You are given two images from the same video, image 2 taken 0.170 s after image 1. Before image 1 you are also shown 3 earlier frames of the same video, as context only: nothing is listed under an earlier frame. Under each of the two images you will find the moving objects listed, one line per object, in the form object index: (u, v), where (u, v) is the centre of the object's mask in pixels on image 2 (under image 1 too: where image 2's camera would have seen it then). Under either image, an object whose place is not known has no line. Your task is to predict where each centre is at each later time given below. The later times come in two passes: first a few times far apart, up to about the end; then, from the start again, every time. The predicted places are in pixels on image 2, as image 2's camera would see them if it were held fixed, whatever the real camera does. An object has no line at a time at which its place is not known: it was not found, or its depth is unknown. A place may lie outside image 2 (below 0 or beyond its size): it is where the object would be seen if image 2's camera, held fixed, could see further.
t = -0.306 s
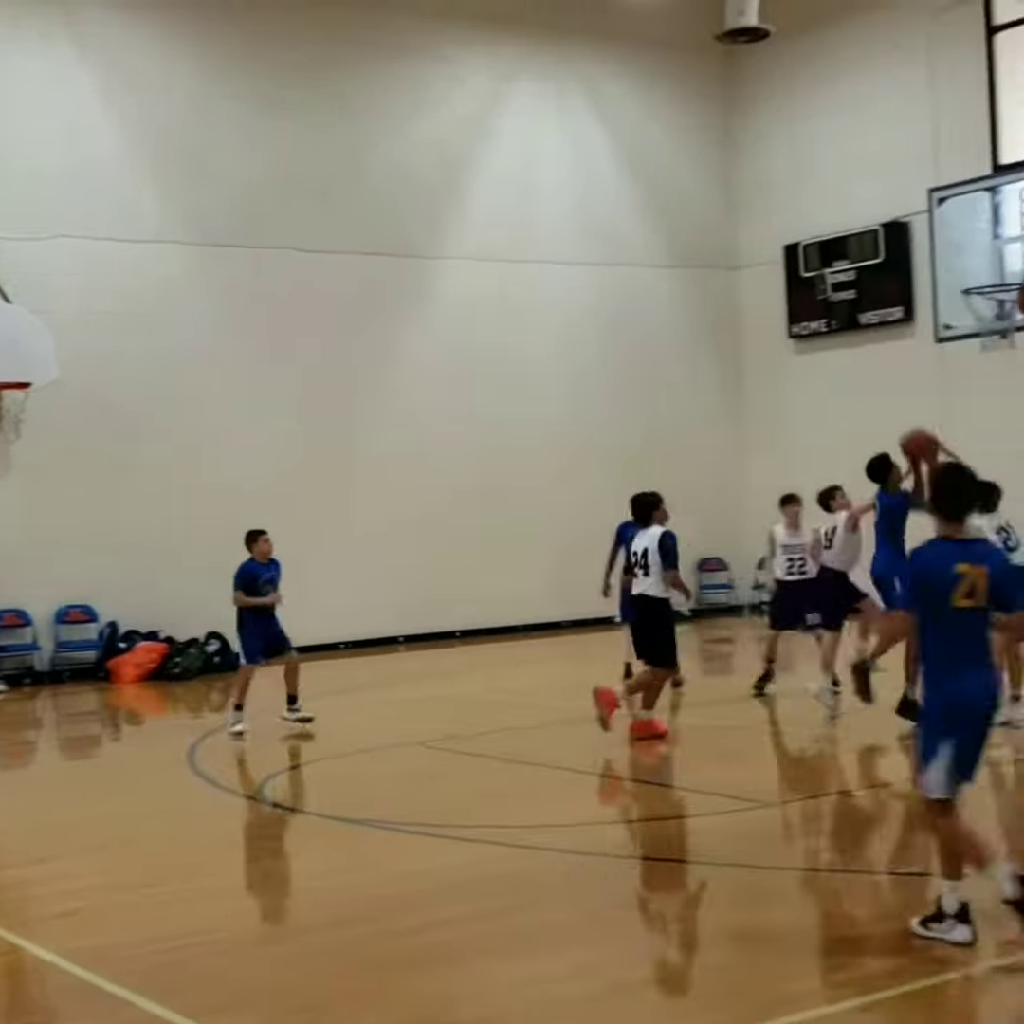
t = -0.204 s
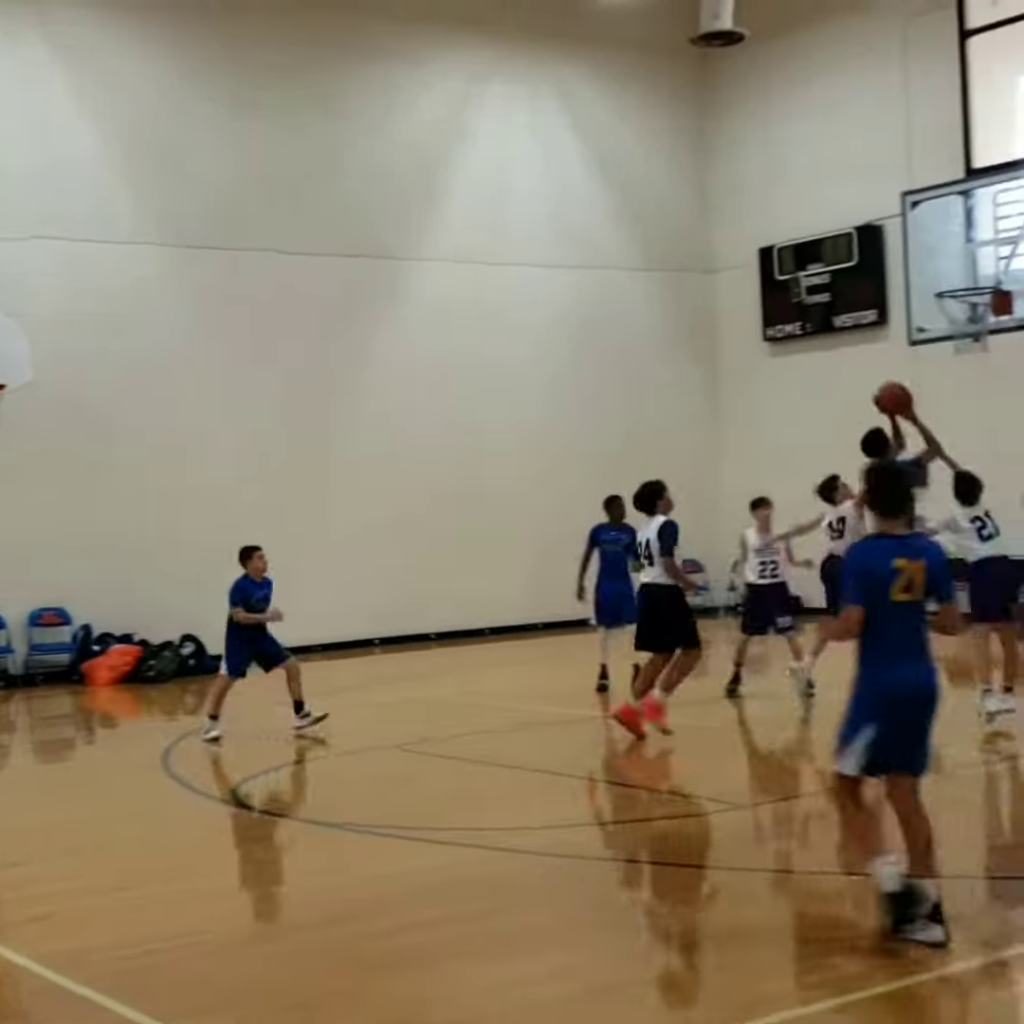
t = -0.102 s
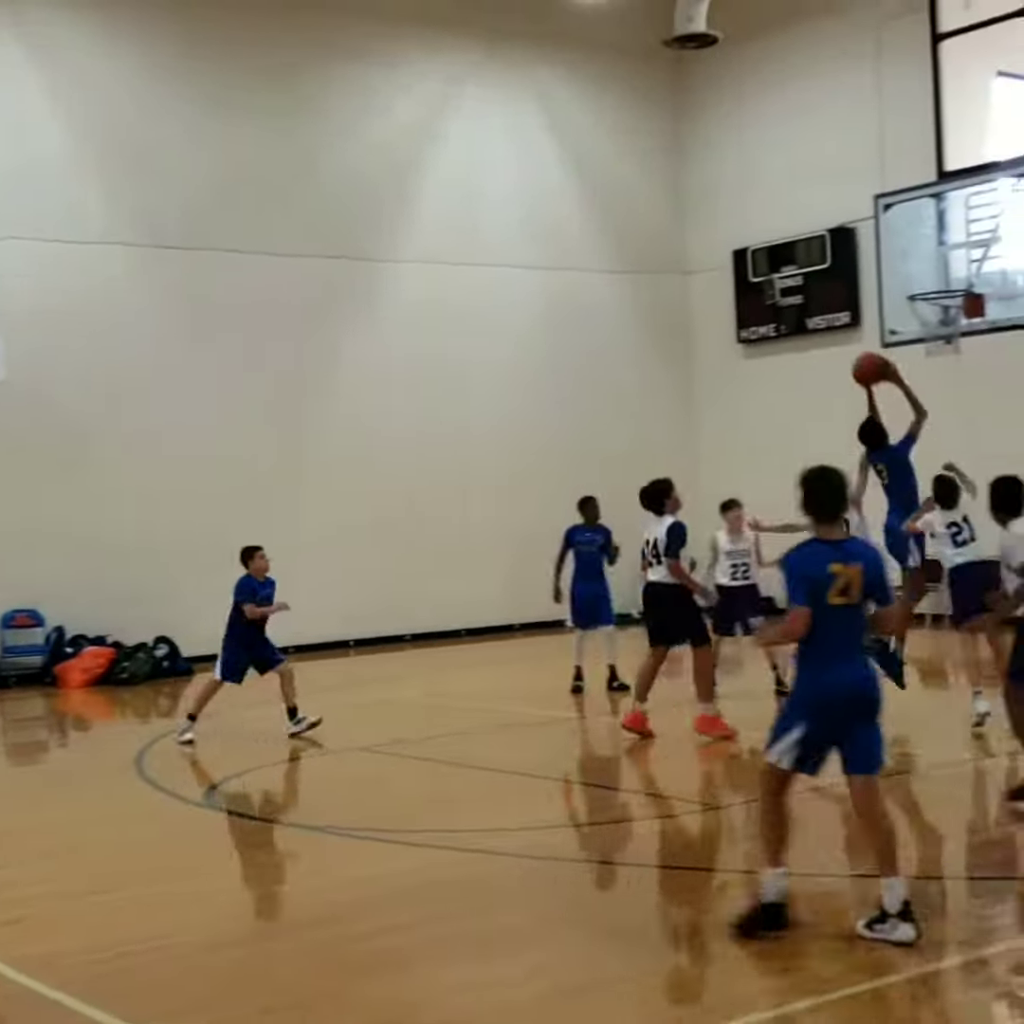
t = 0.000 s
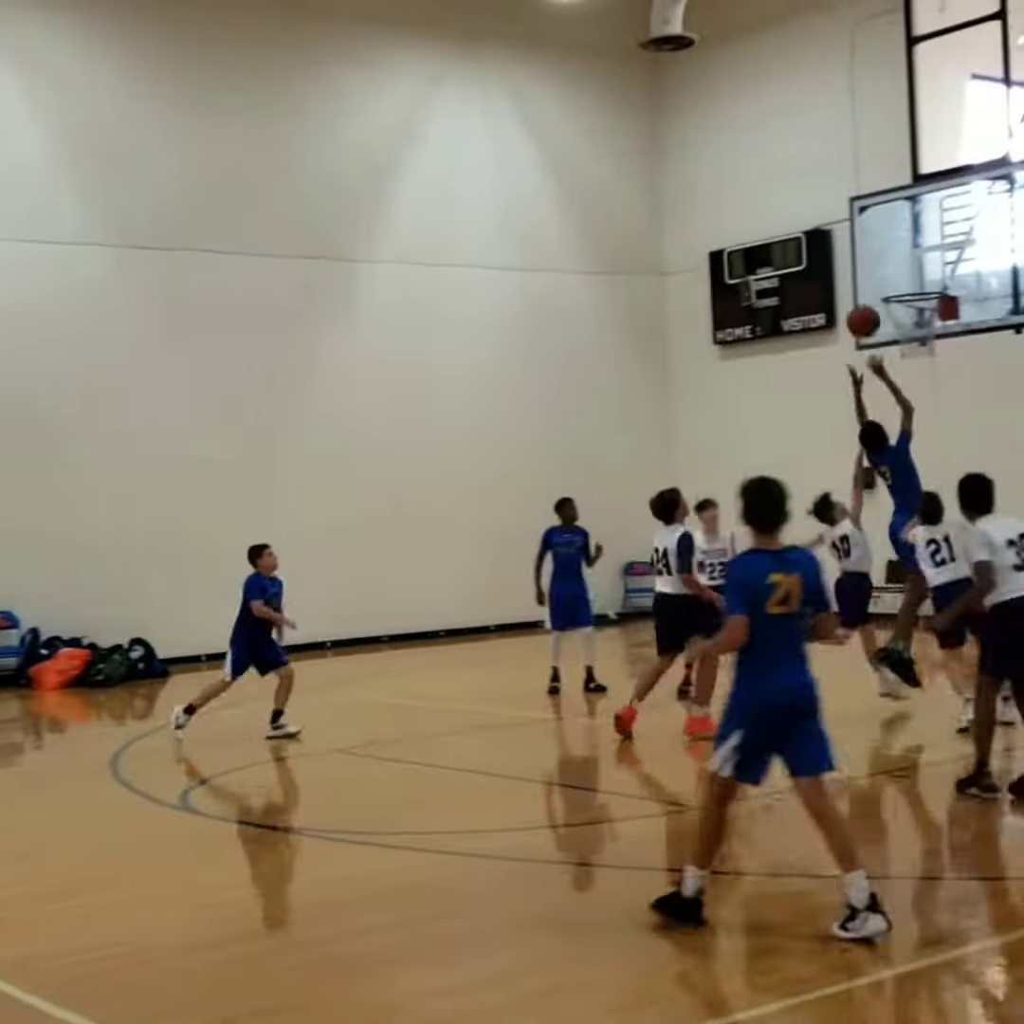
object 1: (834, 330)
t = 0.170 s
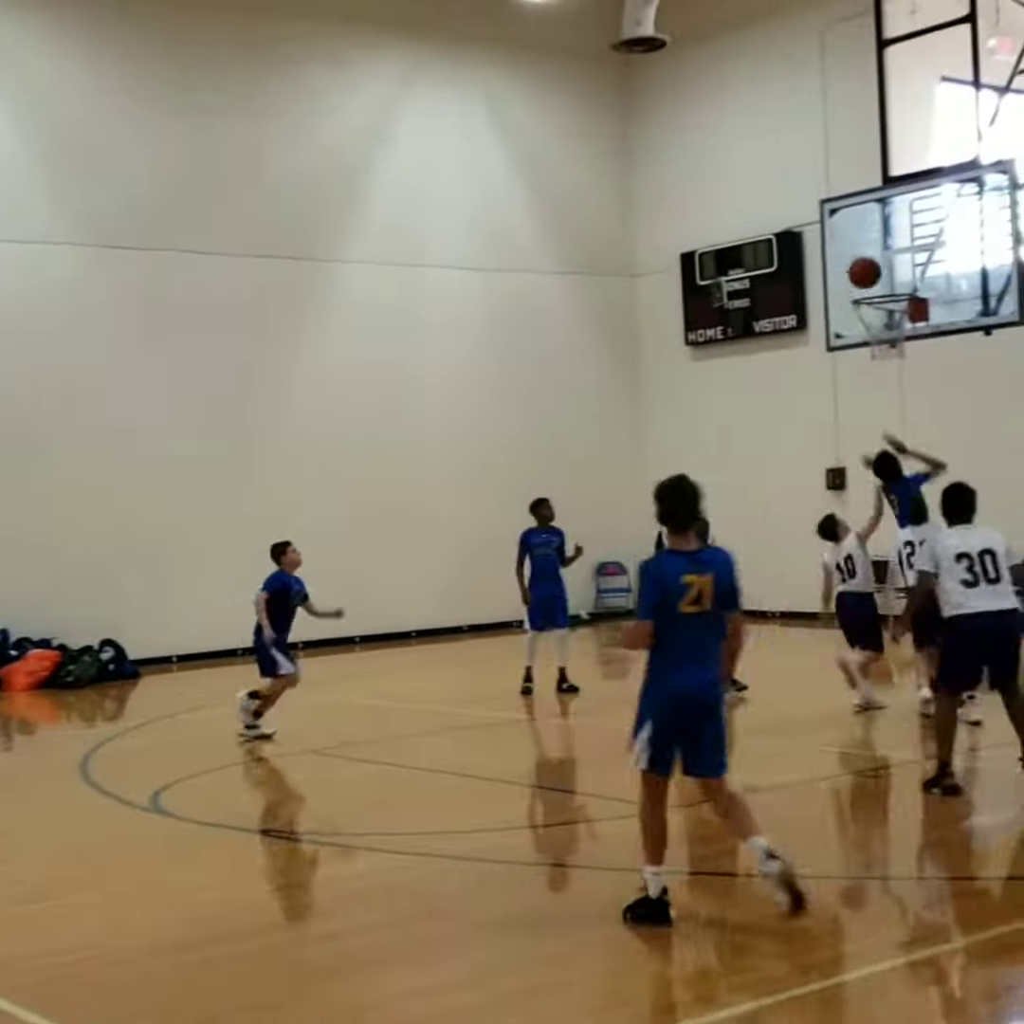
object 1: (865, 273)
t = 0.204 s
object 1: (872, 266)
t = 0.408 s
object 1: (896, 268)
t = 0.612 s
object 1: (876, 292)
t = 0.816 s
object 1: (885, 292)
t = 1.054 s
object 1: (870, 304)
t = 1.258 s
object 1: (896, 352)
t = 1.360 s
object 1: (906, 388)
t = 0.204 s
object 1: (872, 266)
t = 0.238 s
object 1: (877, 264)
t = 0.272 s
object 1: (883, 263)
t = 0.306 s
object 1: (888, 261)
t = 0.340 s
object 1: (894, 262)
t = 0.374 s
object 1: (900, 264)
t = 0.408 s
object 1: (896, 268)
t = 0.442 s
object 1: (888, 272)
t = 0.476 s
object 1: (882, 276)
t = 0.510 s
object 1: (875, 280)
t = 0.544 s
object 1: (871, 288)
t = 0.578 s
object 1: (868, 293)
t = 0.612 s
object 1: (876, 292)
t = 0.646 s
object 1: (884, 292)
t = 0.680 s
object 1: (894, 292)
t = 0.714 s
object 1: (898, 292)
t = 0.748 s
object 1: (894, 290)
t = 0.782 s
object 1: (890, 290)
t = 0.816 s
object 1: (885, 292)
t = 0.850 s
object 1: (879, 295)
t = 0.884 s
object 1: (876, 294)
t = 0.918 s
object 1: (874, 293)
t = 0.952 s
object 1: (875, 293)
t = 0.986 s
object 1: (874, 292)
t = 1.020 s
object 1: (872, 295)
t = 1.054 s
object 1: (870, 304)
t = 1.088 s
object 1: (875, 309)
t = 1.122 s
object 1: (880, 316)
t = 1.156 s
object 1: (884, 323)
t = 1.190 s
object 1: (888, 330)
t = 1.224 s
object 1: (893, 341)
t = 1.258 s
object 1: (896, 352)
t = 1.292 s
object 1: (900, 362)
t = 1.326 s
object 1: (903, 374)
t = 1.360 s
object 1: (906, 388)
